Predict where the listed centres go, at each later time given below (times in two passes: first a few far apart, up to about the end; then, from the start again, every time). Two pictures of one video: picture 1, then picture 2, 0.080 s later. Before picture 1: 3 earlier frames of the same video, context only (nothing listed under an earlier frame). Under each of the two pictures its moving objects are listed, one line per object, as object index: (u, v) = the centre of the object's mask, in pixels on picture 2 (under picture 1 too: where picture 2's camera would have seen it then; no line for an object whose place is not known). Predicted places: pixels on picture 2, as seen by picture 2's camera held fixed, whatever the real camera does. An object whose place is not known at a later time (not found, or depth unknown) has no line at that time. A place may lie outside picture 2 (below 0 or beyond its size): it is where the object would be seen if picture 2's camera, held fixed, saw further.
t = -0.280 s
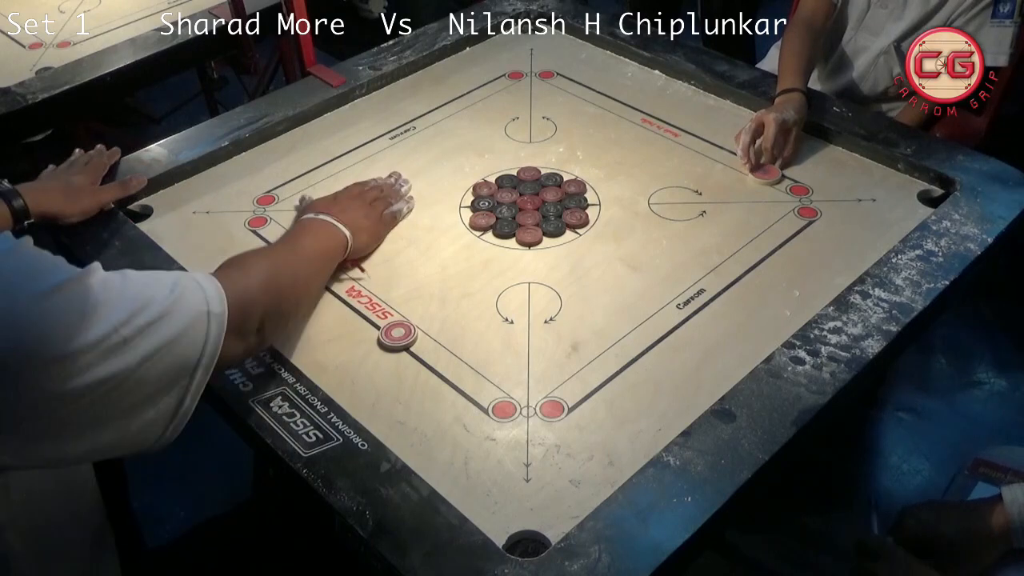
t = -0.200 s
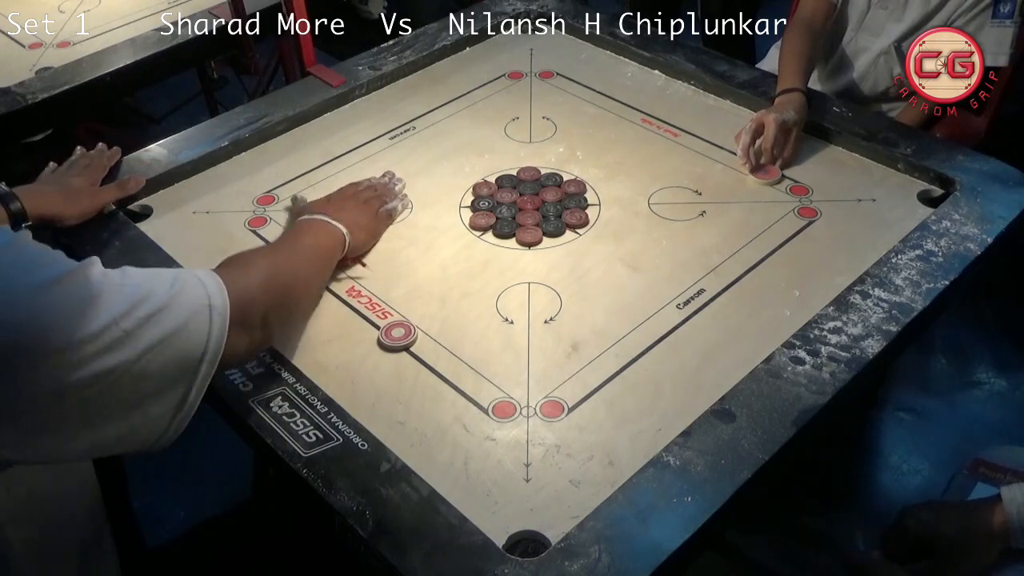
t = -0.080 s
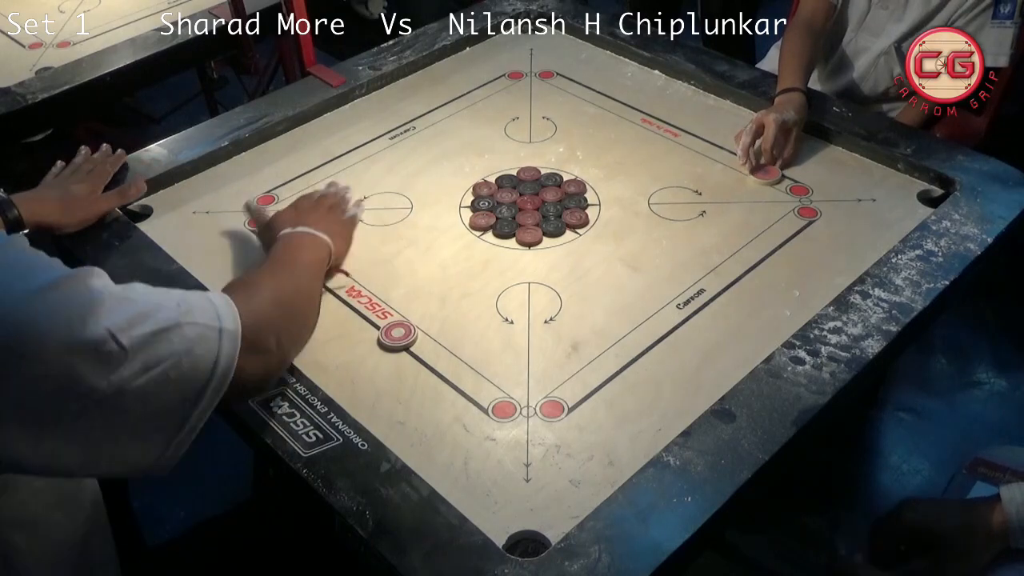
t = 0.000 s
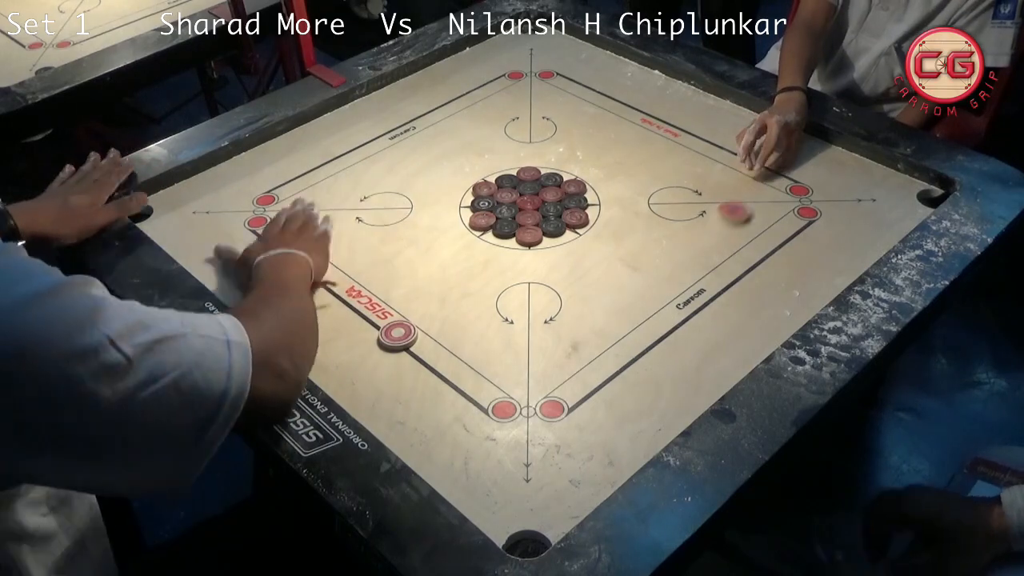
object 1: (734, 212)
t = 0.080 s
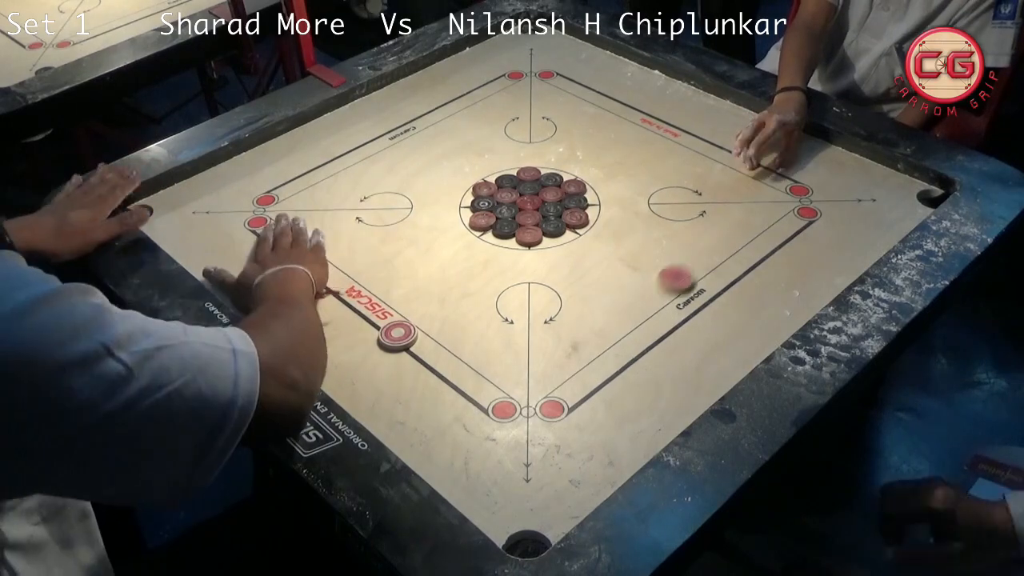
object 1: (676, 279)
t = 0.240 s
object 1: (537, 440)
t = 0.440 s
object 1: (612, 415)
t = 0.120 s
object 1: (644, 315)
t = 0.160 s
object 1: (611, 353)
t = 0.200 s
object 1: (576, 395)
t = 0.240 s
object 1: (537, 440)
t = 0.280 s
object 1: (497, 485)
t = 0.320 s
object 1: (496, 495)
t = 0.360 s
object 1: (538, 466)
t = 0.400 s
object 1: (576, 439)
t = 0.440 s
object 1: (612, 415)
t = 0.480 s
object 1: (644, 392)
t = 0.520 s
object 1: (674, 372)
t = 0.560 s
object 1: (701, 352)
